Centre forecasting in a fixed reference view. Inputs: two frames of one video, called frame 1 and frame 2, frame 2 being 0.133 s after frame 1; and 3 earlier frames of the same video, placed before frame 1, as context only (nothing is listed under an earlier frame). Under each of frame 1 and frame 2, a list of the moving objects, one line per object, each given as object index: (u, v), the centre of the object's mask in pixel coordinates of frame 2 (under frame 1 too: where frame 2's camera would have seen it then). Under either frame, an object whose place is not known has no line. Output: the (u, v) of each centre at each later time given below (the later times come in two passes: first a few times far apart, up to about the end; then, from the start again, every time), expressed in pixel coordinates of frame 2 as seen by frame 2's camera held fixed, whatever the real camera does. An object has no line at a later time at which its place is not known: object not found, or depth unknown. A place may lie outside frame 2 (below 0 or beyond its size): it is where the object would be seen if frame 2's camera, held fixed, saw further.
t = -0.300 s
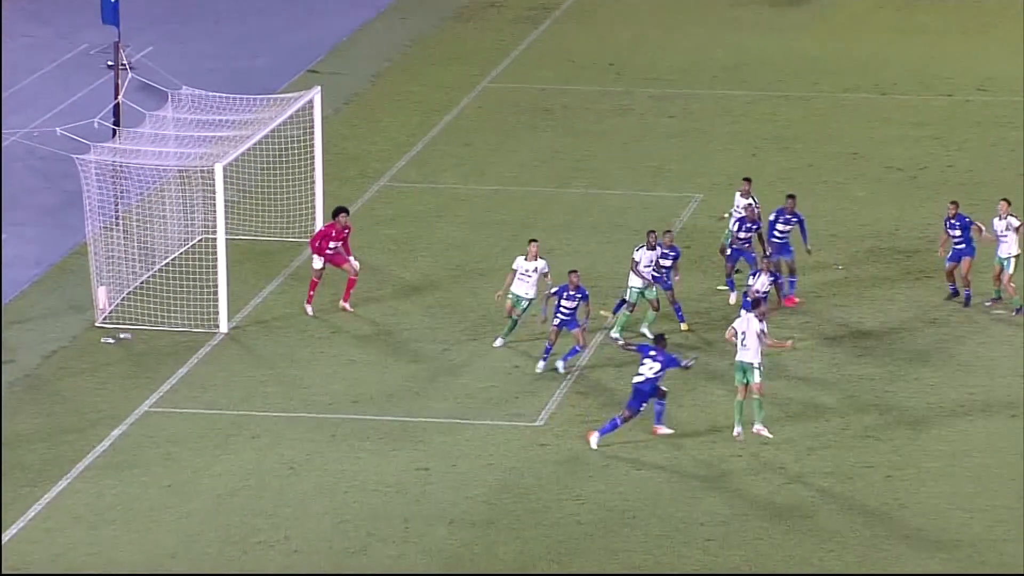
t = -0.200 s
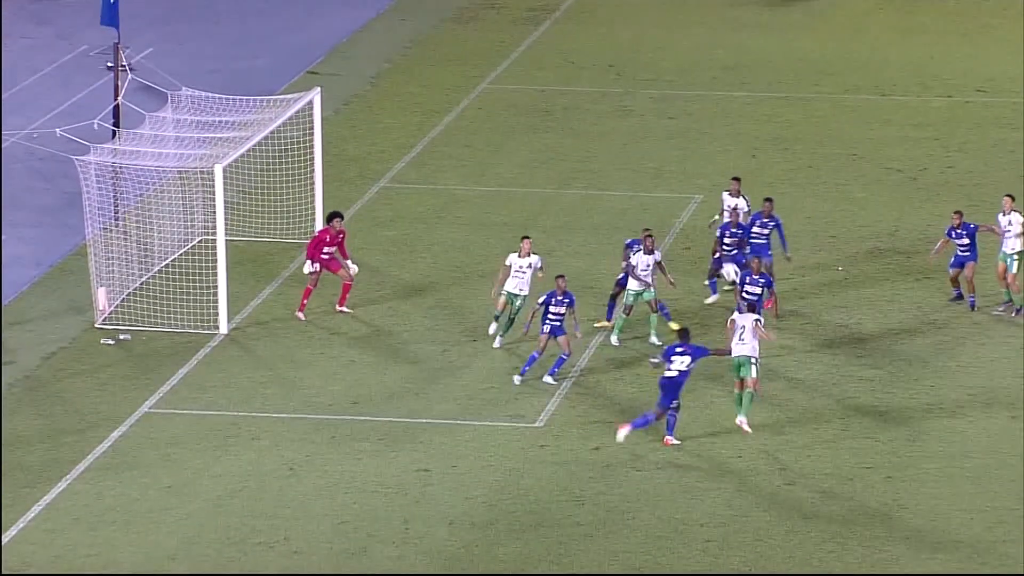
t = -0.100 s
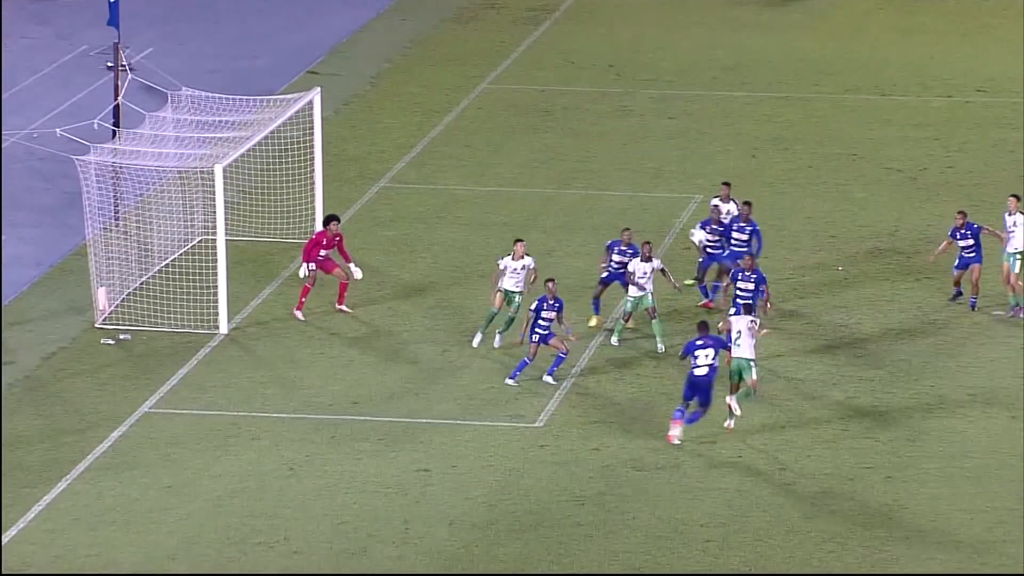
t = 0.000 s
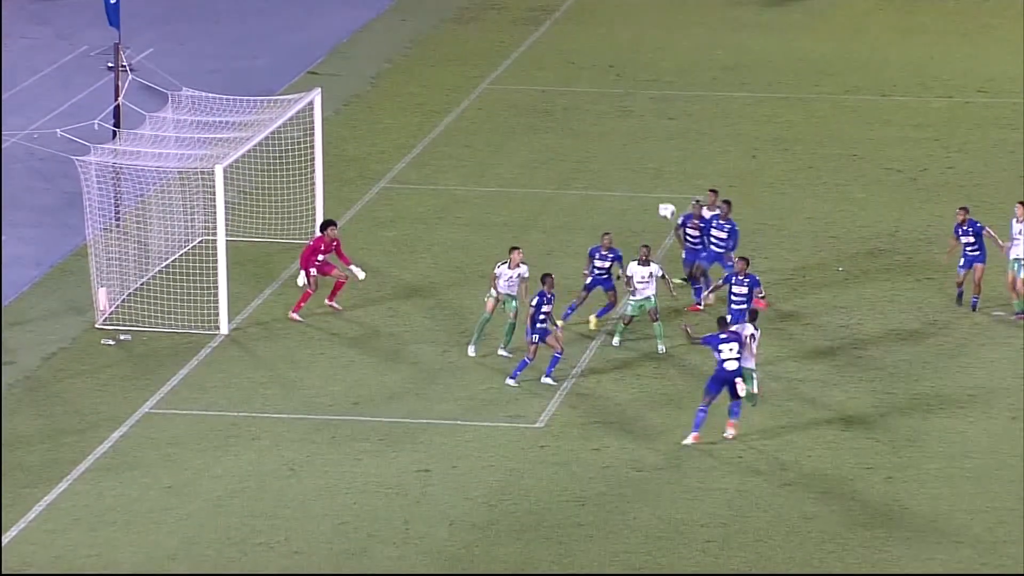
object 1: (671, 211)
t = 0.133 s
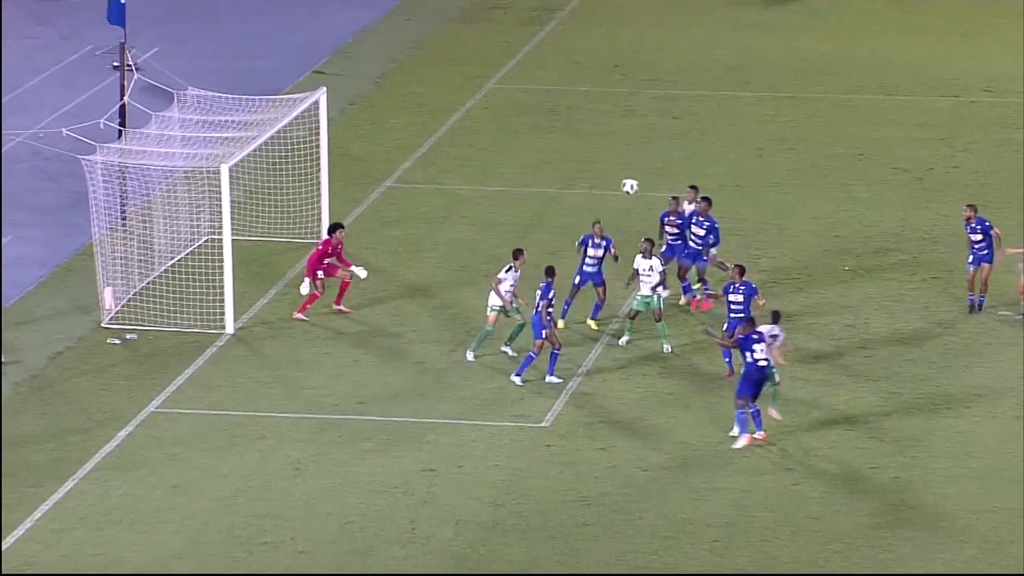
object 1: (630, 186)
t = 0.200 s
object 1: (608, 179)
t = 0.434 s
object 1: (534, 176)
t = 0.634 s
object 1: (468, 199)
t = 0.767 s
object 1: (425, 229)
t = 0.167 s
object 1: (619, 183)
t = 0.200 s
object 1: (608, 179)
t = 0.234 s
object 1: (598, 177)
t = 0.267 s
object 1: (587, 175)
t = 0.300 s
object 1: (577, 174)
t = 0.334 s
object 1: (565, 173)
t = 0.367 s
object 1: (553, 173)
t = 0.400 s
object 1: (543, 174)
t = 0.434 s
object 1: (534, 176)
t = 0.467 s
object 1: (523, 178)
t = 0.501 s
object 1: (512, 181)
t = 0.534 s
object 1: (501, 185)
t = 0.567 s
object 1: (491, 189)
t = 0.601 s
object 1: (480, 193)
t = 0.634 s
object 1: (468, 199)
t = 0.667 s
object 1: (457, 206)
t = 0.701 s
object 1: (447, 213)
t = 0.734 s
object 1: (436, 220)
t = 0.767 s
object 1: (425, 229)
